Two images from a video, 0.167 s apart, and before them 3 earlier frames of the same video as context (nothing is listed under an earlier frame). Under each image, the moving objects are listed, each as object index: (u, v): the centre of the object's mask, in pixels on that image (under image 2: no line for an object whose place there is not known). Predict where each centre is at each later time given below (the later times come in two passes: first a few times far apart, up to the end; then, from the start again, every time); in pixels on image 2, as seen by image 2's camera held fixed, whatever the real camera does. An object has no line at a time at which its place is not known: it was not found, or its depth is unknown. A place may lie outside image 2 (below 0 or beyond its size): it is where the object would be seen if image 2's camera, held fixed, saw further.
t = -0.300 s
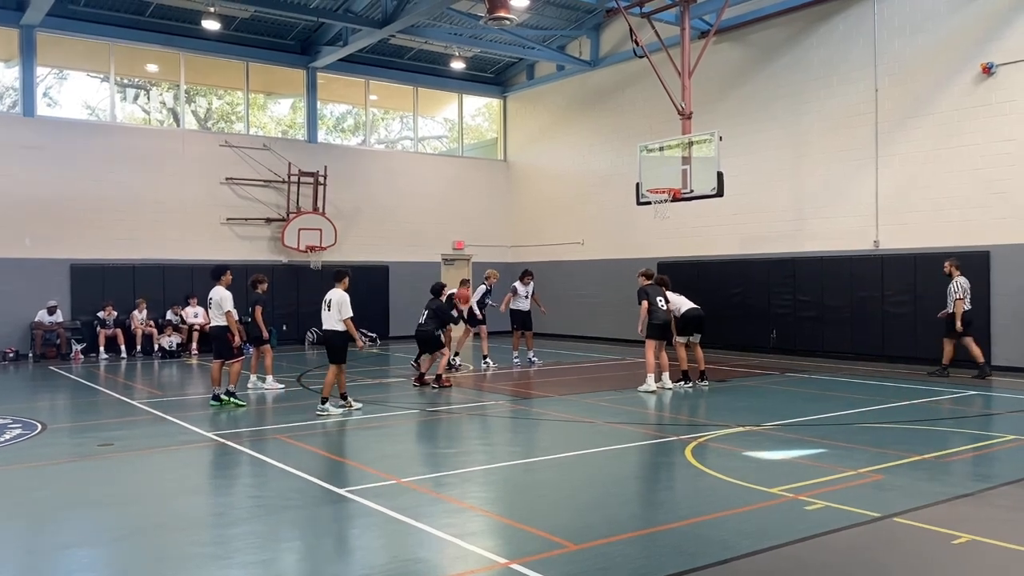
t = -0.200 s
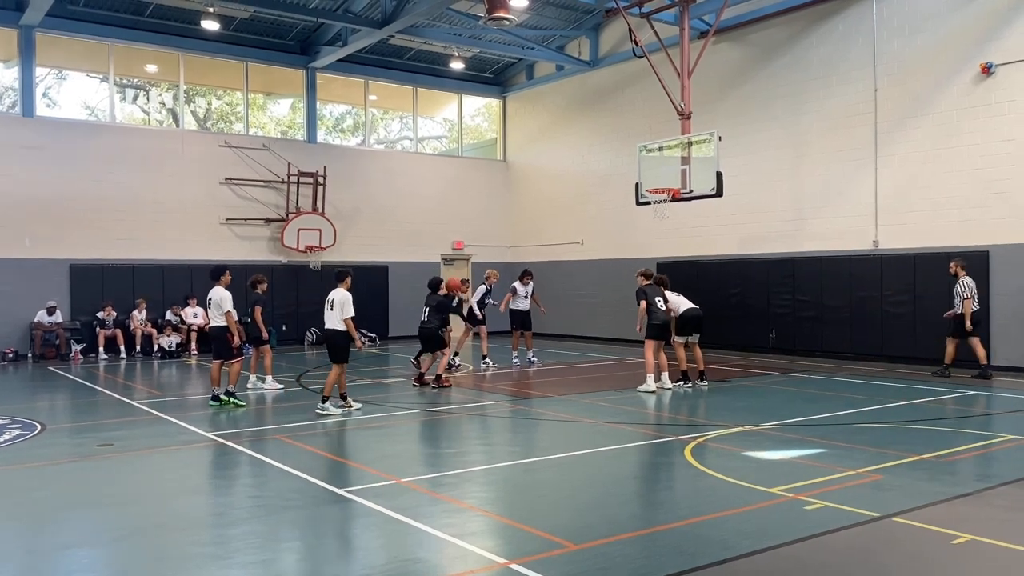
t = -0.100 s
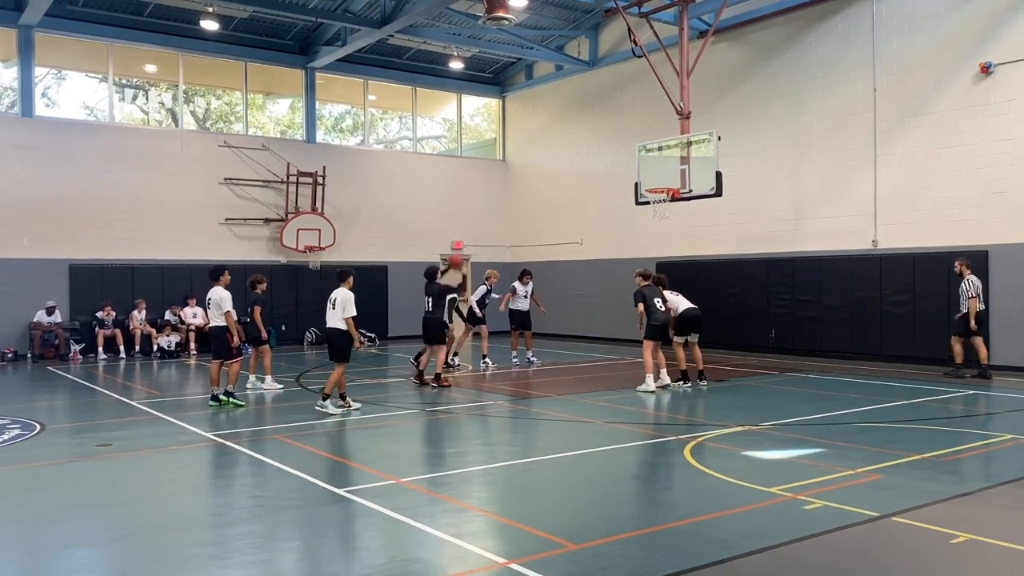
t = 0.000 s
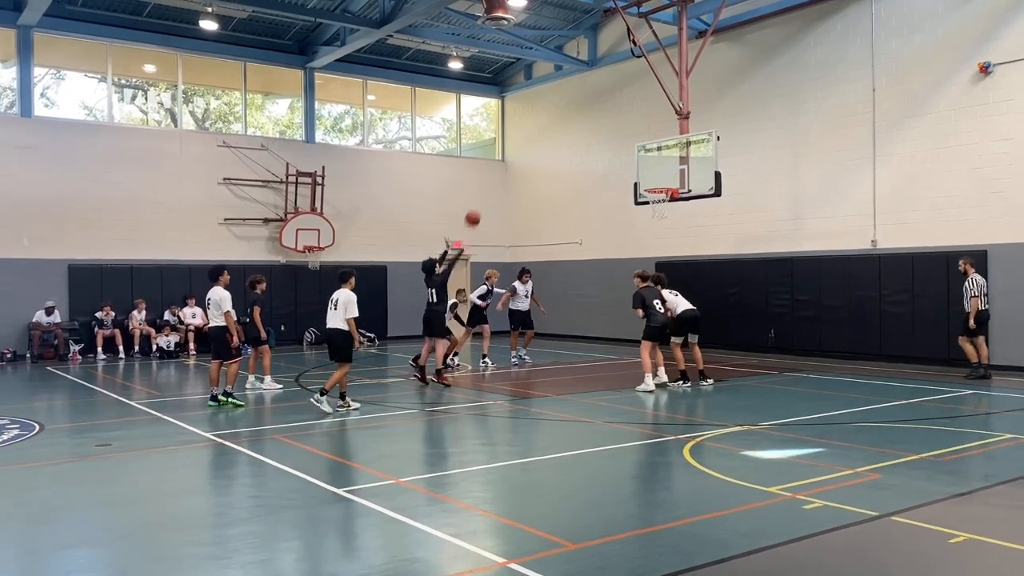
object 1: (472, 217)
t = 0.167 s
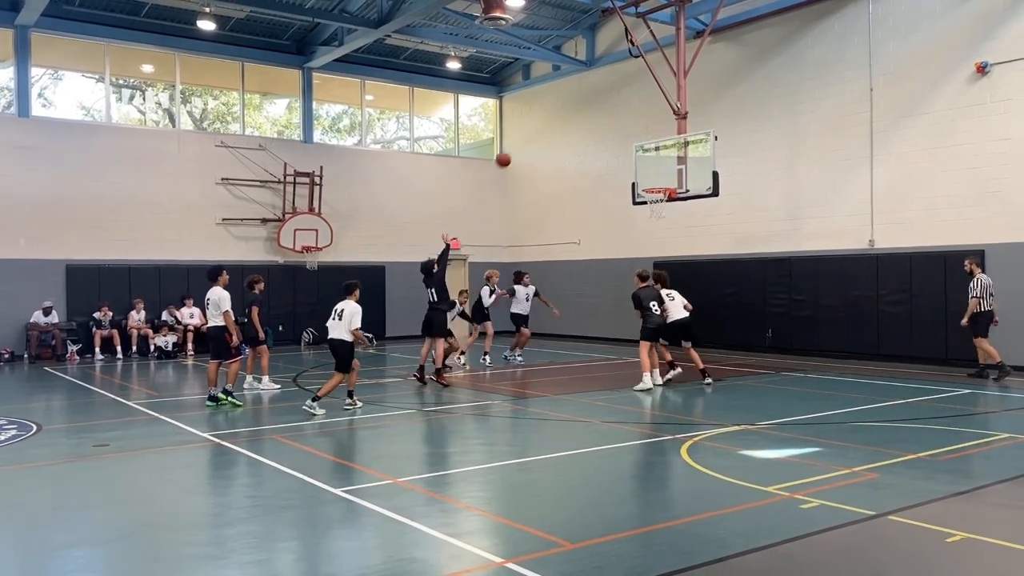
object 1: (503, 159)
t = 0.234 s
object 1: (515, 141)
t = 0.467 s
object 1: (557, 104)
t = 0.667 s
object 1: (591, 100)
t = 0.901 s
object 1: (628, 126)
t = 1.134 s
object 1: (661, 180)
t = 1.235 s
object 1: (652, 185)
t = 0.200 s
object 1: (509, 150)
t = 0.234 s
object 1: (515, 141)
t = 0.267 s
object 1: (521, 134)
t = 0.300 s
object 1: (528, 127)
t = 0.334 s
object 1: (534, 121)
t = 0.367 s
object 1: (540, 115)
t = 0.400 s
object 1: (546, 111)
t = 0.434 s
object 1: (552, 107)
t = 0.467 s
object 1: (557, 104)
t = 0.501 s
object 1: (563, 102)
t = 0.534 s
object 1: (569, 100)
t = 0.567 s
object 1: (575, 99)
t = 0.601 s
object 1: (580, 98)
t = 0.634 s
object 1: (585, 99)
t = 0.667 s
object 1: (591, 100)
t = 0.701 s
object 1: (596, 102)
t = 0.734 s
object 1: (602, 104)
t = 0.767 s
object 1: (607, 107)
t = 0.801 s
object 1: (612, 111)
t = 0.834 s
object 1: (617, 115)
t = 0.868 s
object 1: (623, 120)
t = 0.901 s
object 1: (628, 126)
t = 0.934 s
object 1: (633, 132)
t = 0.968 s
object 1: (638, 139)
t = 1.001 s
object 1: (643, 146)
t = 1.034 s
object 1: (647, 154)
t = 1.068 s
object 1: (652, 162)
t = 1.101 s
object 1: (657, 171)
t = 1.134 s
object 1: (661, 180)
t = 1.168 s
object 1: (661, 184)
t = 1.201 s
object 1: (656, 185)
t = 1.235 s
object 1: (652, 185)
